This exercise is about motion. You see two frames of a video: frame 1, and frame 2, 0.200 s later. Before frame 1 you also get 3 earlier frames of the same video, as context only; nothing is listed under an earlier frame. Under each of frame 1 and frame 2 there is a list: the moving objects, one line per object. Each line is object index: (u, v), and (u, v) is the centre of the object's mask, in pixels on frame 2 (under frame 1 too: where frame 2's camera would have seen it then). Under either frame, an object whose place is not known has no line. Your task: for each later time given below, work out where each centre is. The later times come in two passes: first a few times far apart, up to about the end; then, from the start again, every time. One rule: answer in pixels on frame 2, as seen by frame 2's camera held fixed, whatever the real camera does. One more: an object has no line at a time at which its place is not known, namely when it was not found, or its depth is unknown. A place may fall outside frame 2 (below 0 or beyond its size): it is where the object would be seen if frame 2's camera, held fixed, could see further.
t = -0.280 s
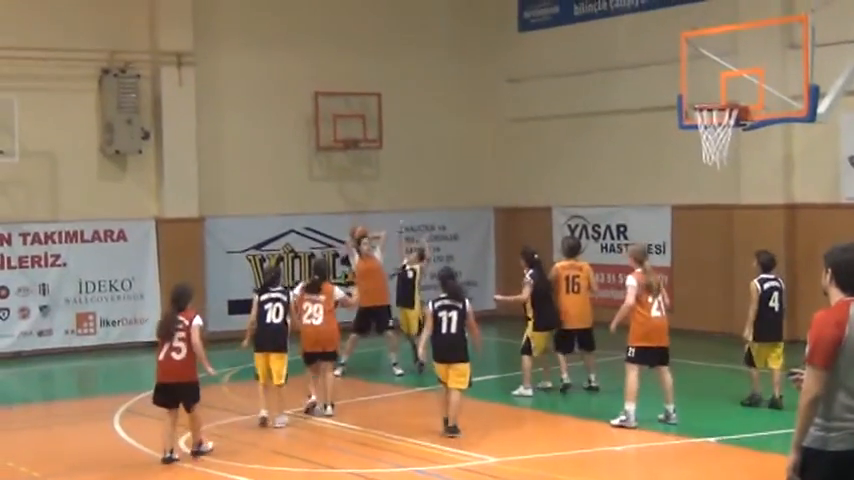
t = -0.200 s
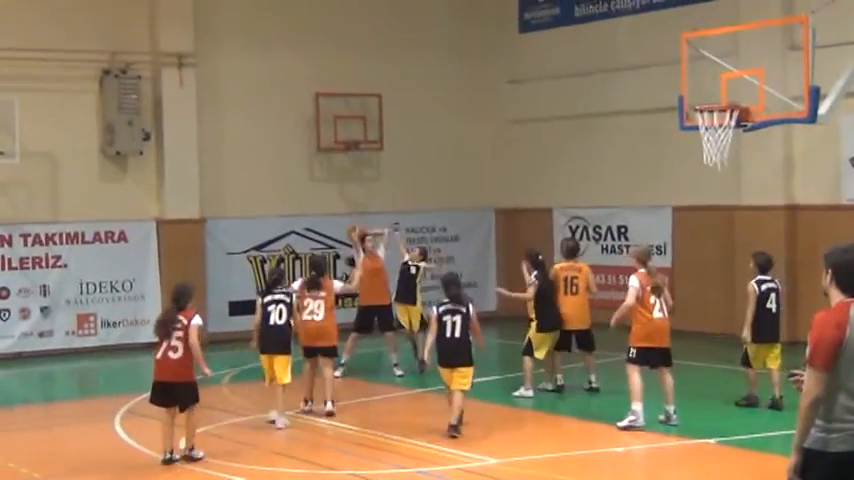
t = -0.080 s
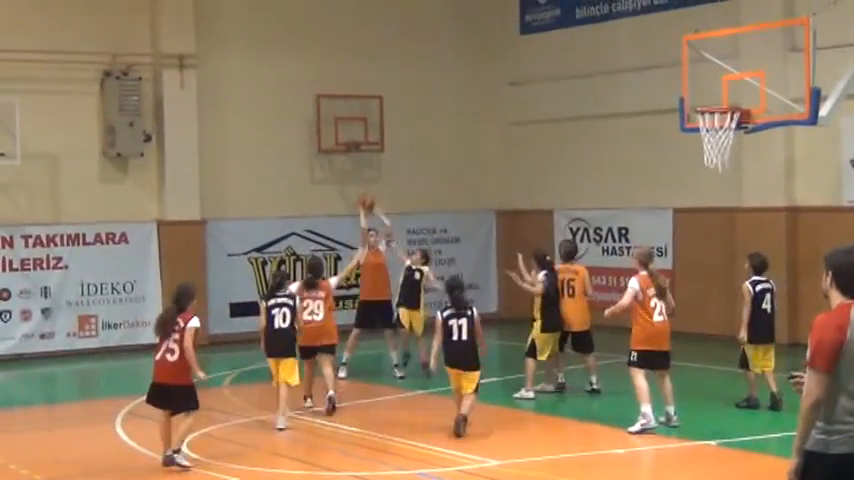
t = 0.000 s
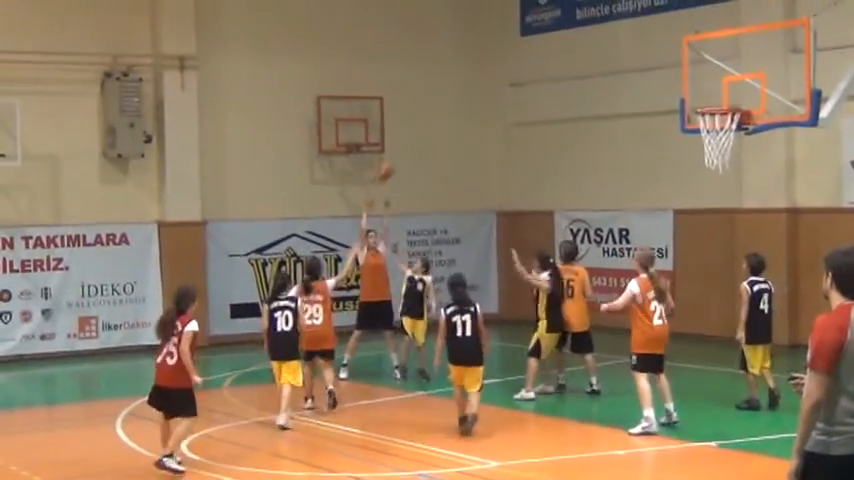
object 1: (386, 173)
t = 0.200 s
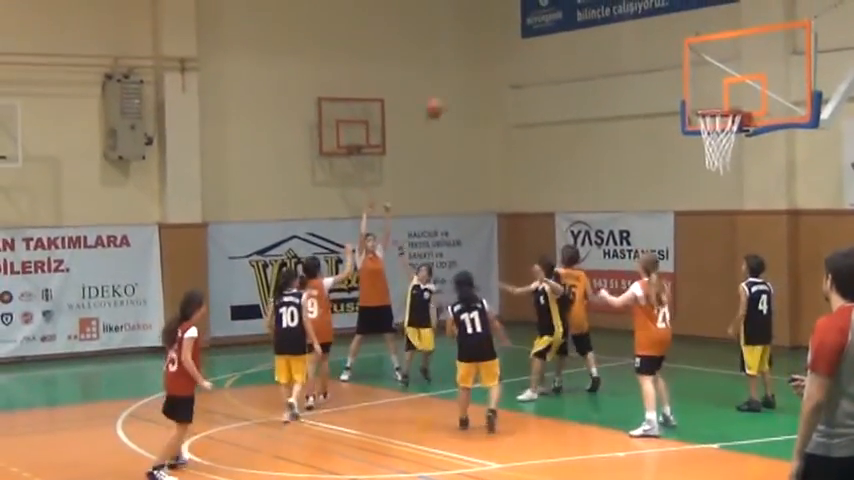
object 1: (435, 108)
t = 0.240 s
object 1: (444, 99)
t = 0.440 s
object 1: (498, 72)
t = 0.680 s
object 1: (569, 83)
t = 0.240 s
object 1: (444, 99)
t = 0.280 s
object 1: (454, 92)
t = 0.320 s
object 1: (465, 85)
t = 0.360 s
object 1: (475, 79)
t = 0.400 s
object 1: (486, 75)
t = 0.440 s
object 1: (498, 72)
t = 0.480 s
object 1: (510, 70)
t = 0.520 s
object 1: (522, 70)
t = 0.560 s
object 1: (533, 71)
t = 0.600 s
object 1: (545, 74)
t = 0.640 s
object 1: (557, 78)
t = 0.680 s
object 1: (569, 83)
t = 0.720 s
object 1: (582, 90)
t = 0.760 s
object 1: (593, 99)
